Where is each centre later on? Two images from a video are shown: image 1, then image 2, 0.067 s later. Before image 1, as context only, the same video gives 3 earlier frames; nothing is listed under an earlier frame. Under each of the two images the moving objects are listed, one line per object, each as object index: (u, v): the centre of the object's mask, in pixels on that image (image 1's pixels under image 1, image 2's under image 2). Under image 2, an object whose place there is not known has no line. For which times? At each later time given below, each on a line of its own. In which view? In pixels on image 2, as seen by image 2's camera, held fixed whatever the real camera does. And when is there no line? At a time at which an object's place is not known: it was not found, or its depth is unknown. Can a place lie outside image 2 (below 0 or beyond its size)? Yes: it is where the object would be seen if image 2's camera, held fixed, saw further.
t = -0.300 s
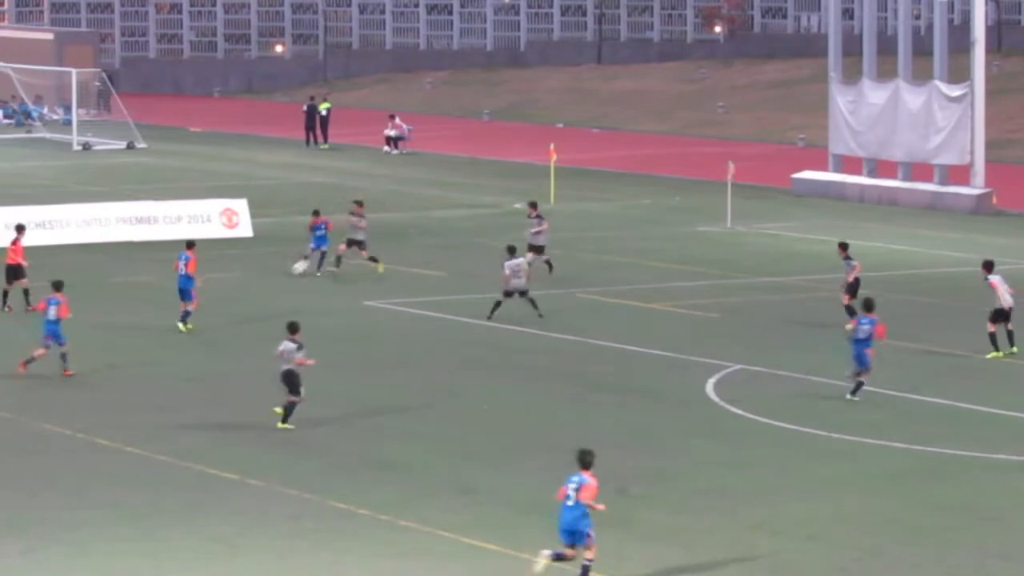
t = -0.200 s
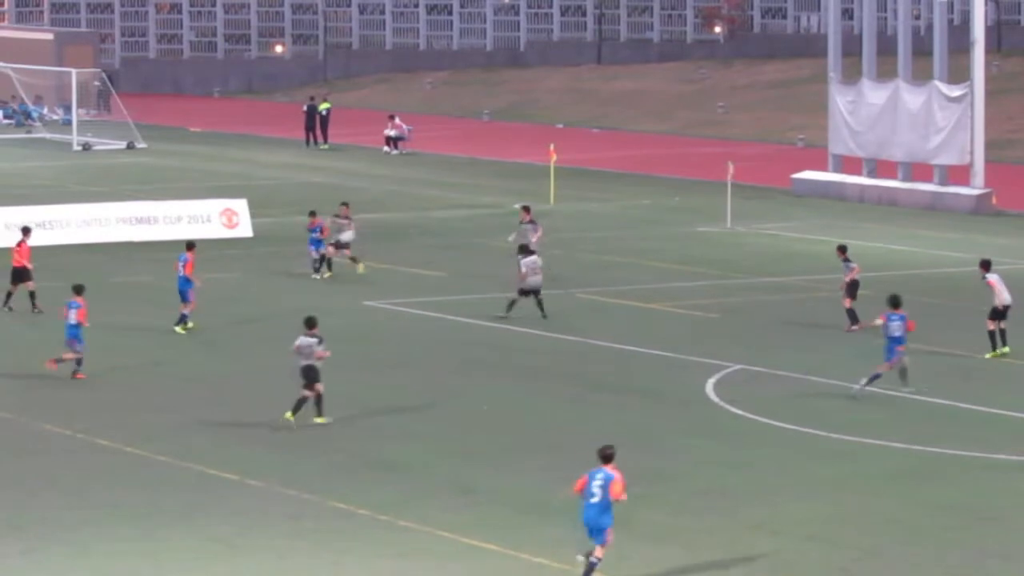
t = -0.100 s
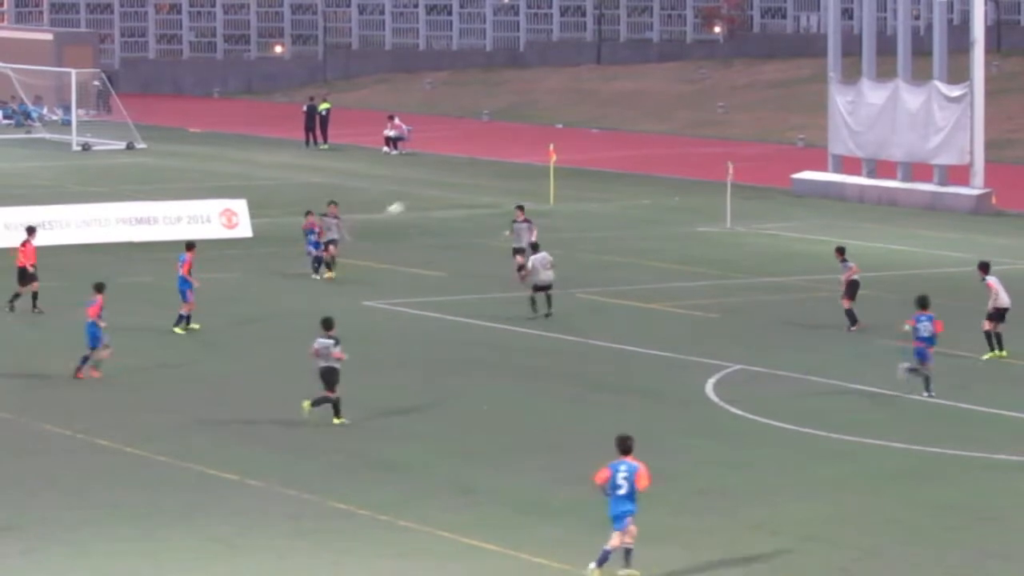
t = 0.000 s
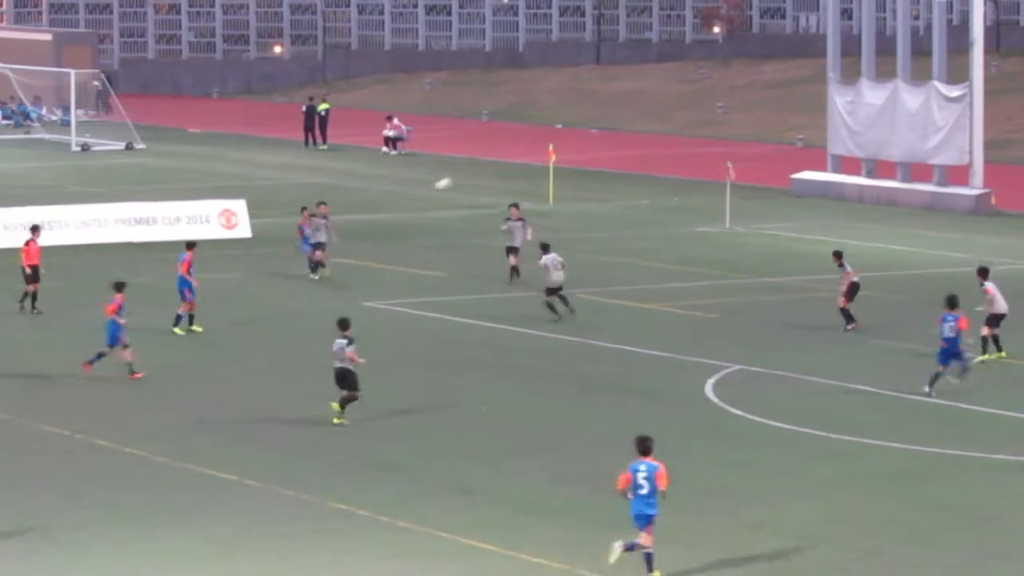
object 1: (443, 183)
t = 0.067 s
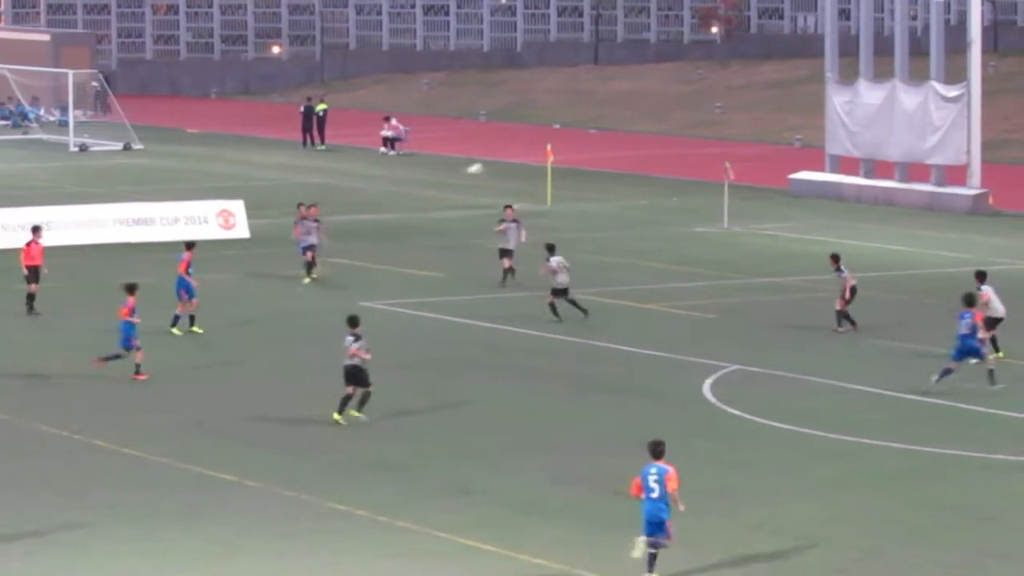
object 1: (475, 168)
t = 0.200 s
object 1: (542, 143)
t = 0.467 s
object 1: (685, 109)
